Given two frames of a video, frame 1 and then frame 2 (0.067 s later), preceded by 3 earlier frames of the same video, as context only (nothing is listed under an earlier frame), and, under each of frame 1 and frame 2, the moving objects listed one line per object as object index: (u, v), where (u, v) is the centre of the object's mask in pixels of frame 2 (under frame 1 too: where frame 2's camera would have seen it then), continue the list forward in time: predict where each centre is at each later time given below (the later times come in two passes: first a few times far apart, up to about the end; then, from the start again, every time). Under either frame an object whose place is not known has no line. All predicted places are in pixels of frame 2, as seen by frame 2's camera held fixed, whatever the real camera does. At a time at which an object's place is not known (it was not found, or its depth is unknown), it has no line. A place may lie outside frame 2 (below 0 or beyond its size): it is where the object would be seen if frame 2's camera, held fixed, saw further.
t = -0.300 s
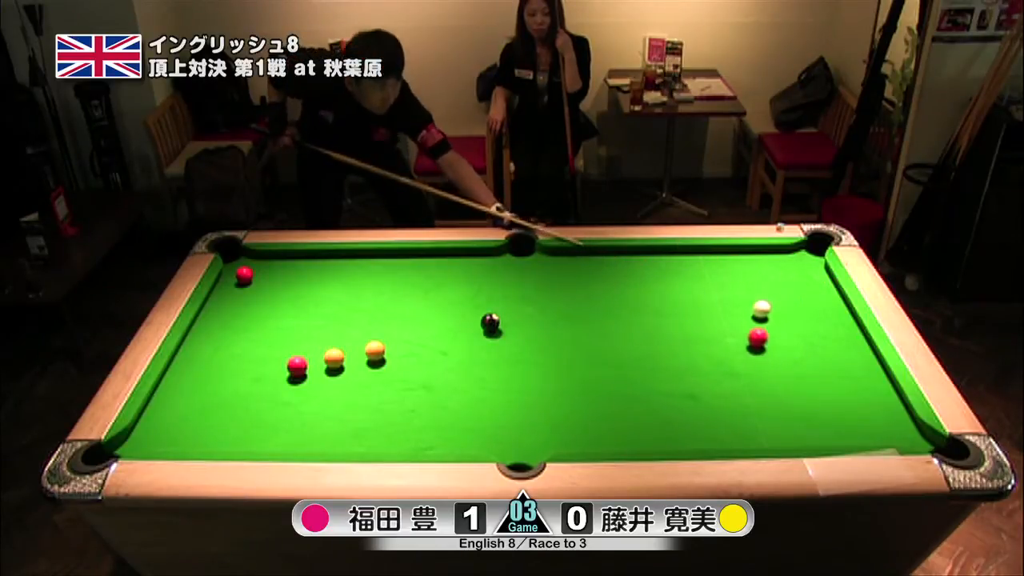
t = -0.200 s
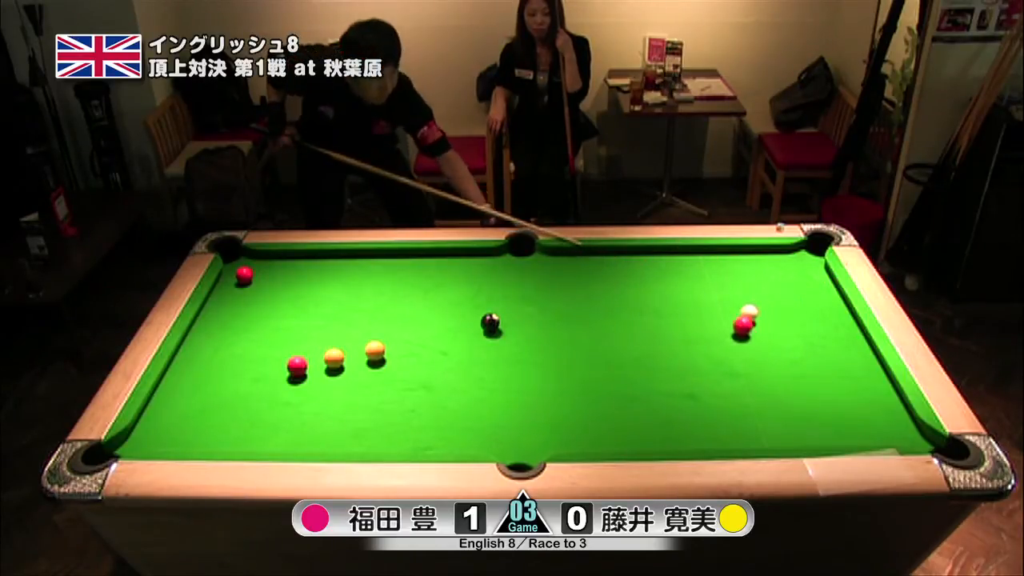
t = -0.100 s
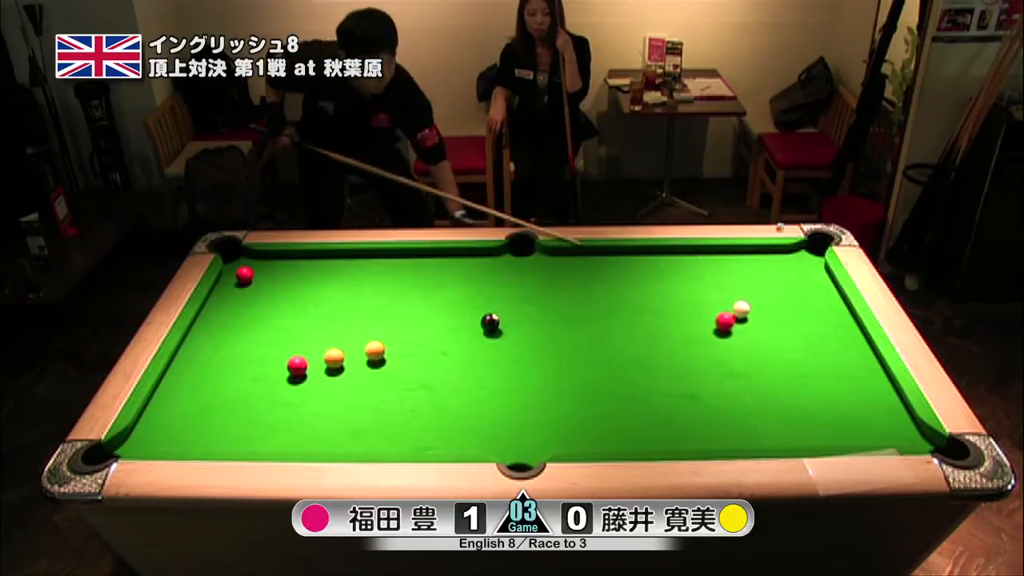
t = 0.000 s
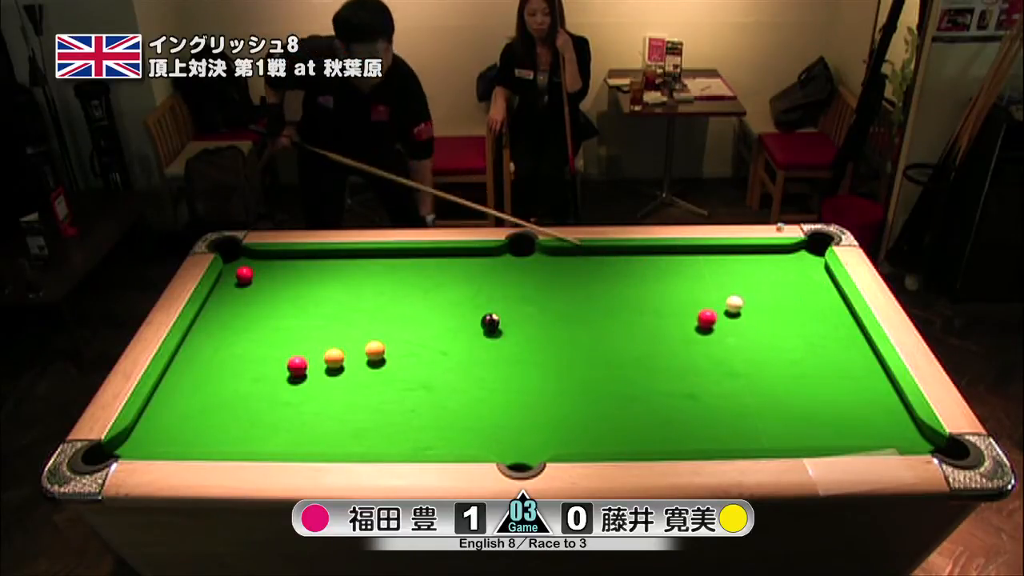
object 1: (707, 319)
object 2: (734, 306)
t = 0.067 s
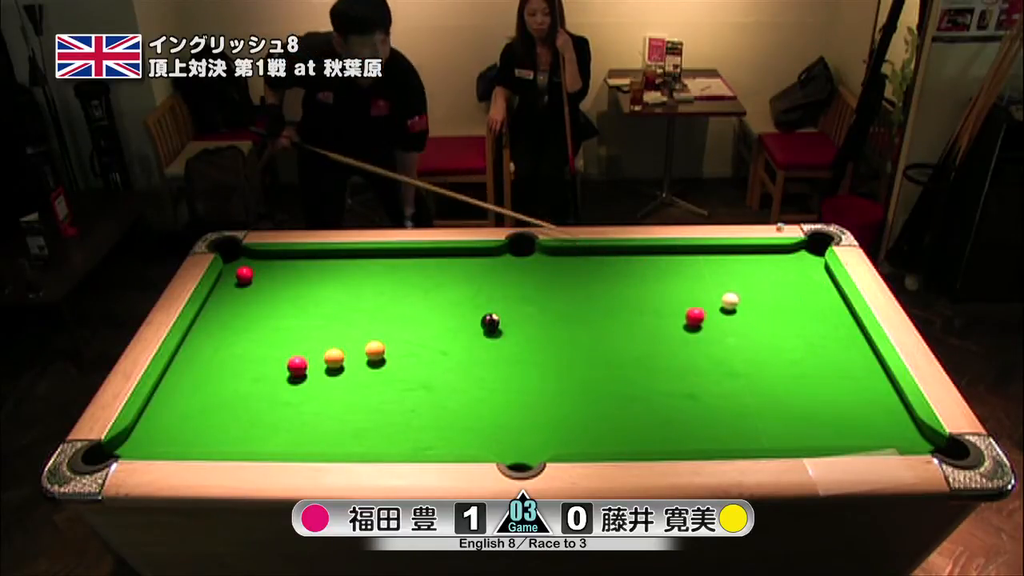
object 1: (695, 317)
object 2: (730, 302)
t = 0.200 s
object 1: (672, 313)
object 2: (721, 296)
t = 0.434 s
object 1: (635, 307)
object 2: (708, 287)
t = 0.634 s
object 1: (606, 302)
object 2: (699, 279)
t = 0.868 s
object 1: (574, 297)
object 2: (691, 272)
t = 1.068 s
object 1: (549, 293)
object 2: (684, 267)
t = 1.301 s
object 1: (522, 289)
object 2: (678, 263)
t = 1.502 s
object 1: (501, 285)
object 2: (674, 259)
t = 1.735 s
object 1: (480, 282)
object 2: (670, 256)
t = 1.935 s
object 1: (463, 279)
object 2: (668, 254)
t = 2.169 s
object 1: (445, 276)
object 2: (666, 253)
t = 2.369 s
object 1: (432, 274)
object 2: (665, 252)
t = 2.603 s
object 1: (419, 272)
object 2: (665, 252)
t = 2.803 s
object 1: (409, 270)
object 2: (665, 252)
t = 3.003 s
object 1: (400, 269)
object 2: (665, 252)
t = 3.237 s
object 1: (392, 268)
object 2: (665, 252)
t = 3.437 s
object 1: (386, 267)
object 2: (665, 252)
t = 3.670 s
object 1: (381, 265)
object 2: (665, 252)
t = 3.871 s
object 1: (379, 265)
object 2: (665, 252)
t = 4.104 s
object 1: (378, 265)
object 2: (665, 252)
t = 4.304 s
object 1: (377, 265)
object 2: (665, 252)
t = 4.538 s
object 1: (377, 265)
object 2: (665, 252)
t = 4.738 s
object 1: (377, 265)
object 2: (665, 252)
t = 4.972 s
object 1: (377, 265)
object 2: (665, 252)
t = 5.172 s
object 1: (377, 265)
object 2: (665, 252)
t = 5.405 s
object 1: (377, 265)
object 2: (665, 252)
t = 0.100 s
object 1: (689, 316)
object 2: (727, 301)
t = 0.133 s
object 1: (683, 315)
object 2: (725, 299)
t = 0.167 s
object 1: (678, 314)
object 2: (724, 297)
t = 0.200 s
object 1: (672, 313)
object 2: (721, 296)
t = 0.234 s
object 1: (667, 312)
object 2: (719, 295)
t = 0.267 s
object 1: (661, 311)
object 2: (718, 294)
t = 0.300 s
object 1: (656, 310)
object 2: (716, 292)
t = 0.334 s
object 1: (651, 309)
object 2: (714, 291)
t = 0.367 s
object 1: (645, 308)
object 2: (712, 290)
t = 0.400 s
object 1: (640, 307)
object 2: (710, 288)
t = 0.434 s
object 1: (635, 307)
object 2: (708, 287)
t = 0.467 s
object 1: (630, 306)
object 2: (707, 286)
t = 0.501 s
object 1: (625, 305)
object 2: (705, 285)
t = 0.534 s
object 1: (620, 304)
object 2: (704, 283)
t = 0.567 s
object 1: (615, 304)
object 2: (702, 282)
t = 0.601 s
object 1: (611, 303)
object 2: (701, 281)
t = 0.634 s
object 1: (606, 302)
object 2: (699, 279)
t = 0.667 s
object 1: (601, 302)
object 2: (698, 278)
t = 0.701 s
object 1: (596, 301)
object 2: (697, 277)
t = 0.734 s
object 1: (592, 300)
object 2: (695, 276)
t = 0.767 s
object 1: (587, 299)
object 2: (694, 275)
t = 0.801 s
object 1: (582, 299)
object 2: (693, 274)
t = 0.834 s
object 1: (578, 298)
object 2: (692, 273)
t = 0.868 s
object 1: (574, 297)
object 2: (691, 272)
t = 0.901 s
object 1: (569, 297)
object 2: (689, 272)
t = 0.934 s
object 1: (565, 296)
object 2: (688, 271)
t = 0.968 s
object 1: (561, 296)
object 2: (687, 270)
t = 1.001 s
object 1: (557, 295)
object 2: (686, 269)
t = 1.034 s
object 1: (553, 294)
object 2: (685, 268)
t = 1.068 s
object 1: (549, 293)
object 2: (684, 267)
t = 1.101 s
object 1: (545, 293)
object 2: (683, 267)
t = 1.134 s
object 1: (541, 292)
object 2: (682, 266)
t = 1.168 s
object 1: (537, 292)
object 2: (681, 265)
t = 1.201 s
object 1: (533, 291)
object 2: (681, 265)
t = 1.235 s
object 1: (529, 290)
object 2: (680, 264)
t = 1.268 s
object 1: (526, 289)
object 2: (679, 264)
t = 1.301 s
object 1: (522, 289)
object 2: (678, 263)
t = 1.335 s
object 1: (518, 288)
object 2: (677, 262)
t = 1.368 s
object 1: (515, 288)
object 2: (676, 261)
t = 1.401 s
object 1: (511, 287)
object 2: (676, 261)
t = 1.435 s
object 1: (508, 286)
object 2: (675, 260)
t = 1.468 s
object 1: (505, 286)
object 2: (674, 260)
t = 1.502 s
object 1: (501, 285)
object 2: (674, 259)
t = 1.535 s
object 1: (498, 284)
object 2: (673, 259)
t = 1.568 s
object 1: (495, 284)
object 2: (672, 258)
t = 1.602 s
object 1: (492, 283)
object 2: (672, 258)
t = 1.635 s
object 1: (489, 283)
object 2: (671, 257)
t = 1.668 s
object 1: (486, 282)
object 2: (671, 257)
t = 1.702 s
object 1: (482, 282)
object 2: (670, 257)
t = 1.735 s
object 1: (480, 282)
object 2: (670, 256)
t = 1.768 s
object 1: (477, 281)
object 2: (669, 256)
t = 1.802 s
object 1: (474, 280)
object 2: (669, 255)
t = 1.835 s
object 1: (471, 280)
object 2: (669, 255)
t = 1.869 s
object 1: (468, 279)
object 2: (668, 255)
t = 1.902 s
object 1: (465, 279)
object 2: (668, 254)
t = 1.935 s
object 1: (463, 279)
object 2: (668, 254)
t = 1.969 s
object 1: (460, 278)
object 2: (667, 254)
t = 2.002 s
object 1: (458, 278)
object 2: (667, 254)
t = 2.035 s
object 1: (455, 277)
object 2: (667, 254)
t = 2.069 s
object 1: (453, 277)
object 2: (666, 253)
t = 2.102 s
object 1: (450, 277)
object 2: (666, 253)
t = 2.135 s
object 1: (448, 276)
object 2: (666, 253)
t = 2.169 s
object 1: (445, 276)
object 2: (666, 253)
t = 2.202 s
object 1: (443, 275)
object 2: (666, 253)
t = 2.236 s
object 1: (441, 275)
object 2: (666, 253)
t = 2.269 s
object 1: (439, 275)
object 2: (665, 253)
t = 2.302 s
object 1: (437, 274)
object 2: (665, 252)
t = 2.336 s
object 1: (434, 274)
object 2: (665, 252)
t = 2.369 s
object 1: (432, 274)
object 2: (665, 252)
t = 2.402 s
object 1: (430, 273)
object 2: (665, 252)
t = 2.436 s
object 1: (428, 273)
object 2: (665, 252)
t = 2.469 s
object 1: (426, 273)
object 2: (665, 252)
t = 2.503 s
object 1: (425, 272)
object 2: (665, 252)
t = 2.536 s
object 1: (422, 272)
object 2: (665, 252)
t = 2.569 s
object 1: (421, 271)
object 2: (665, 252)
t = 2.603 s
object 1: (419, 272)
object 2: (665, 252)
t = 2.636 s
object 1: (417, 271)
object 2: (665, 252)
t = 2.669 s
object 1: (415, 271)
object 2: (665, 252)
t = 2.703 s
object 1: (414, 270)
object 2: (665, 252)
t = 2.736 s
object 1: (412, 270)
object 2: (665, 252)
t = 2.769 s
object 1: (410, 270)
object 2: (665, 252)
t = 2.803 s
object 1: (409, 270)
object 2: (665, 252)
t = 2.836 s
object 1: (407, 270)
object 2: (665, 252)
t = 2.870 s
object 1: (406, 270)
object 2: (665, 252)
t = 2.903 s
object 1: (404, 269)
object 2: (665, 252)
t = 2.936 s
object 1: (403, 269)
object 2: (665, 252)
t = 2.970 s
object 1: (401, 269)
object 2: (665, 252)
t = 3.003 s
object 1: (400, 269)
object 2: (665, 252)
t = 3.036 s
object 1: (399, 269)
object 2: (665, 252)
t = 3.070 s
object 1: (397, 268)
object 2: (665, 252)
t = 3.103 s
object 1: (396, 268)
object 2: (665, 252)
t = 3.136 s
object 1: (395, 268)
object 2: (665, 252)
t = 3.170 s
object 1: (394, 268)
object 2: (665, 252)
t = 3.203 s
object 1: (393, 268)
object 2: (665, 252)
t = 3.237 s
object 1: (392, 268)
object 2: (665, 252)
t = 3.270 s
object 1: (390, 267)
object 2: (665, 252)
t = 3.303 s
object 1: (389, 267)
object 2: (665, 252)
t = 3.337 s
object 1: (388, 267)
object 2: (665, 252)
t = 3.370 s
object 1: (387, 267)
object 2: (665, 252)
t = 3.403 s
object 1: (387, 267)
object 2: (665, 252)
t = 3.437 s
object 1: (386, 267)
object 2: (665, 252)
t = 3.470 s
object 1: (385, 266)
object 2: (665, 252)
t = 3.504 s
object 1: (385, 266)
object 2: (665, 252)
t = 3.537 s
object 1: (384, 266)
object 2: (665, 252)
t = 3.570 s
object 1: (383, 266)
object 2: (665, 252)
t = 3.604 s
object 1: (382, 266)
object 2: (665, 252)
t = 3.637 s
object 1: (382, 266)
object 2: (665, 252)
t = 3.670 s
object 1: (381, 265)
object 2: (665, 252)
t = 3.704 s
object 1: (381, 265)
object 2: (665, 252)
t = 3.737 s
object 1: (380, 265)
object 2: (665, 252)
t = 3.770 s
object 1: (380, 265)
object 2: (665, 252)
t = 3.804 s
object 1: (380, 265)
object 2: (665, 252)
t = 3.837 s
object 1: (379, 265)
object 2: (665, 252)
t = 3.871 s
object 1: (379, 265)
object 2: (665, 252)
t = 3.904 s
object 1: (379, 265)
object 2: (665, 252)
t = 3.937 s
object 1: (378, 265)
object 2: (665, 252)
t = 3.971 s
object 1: (378, 265)
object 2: (665, 252)
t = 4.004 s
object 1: (378, 265)
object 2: (665, 252)
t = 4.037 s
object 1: (378, 265)
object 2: (665, 252)
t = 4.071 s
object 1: (378, 265)
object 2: (665, 252)
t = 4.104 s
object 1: (378, 265)
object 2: (665, 252)
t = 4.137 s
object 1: (377, 265)
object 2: (665, 252)
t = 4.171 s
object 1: (377, 265)
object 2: (665, 252)
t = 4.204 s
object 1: (377, 265)
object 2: (665, 252)
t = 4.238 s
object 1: (377, 265)
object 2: (665, 252)
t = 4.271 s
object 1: (377, 265)
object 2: (665, 252)
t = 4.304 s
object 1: (377, 265)
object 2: (665, 252)
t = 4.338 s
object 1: (377, 265)
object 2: (665, 252)
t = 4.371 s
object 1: (377, 265)
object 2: (665, 252)
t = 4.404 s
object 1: (377, 265)
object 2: (665, 252)
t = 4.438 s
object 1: (377, 265)
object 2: (665, 252)
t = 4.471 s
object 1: (377, 265)
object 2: (665, 252)
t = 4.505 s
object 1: (377, 265)
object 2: (665, 252)
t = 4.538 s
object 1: (377, 265)
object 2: (665, 252)
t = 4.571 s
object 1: (377, 265)
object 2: (665, 252)
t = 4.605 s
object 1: (377, 265)
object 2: (665, 252)
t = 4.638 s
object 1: (377, 265)
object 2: (665, 252)
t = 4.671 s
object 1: (377, 265)
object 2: (665, 252)
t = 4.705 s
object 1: (377, 265)
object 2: (665, 252)
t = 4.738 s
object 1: (377, 265)
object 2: (665, 252)
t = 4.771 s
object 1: (377, 265)
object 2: (665, 252)
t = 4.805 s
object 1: (377, 265)
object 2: (665, 252)
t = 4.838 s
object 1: (377, 265)
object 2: (665, 252)
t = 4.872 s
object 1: (377, 265)
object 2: (665, 252)
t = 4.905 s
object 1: (377, 265)
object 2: (665, 252)
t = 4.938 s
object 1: (377, 265)
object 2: (665, 252)
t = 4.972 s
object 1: (377, 265)
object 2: (665, 252)
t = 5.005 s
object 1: (377, 265)
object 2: (665, 252)
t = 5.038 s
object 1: (377, 265)
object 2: (665, 252)
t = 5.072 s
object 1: (377, 265)
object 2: (665, 252)
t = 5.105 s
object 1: (377, 265)
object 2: (665, 252)
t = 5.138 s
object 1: (377, 265)
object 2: (665, 252)
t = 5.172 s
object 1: (377, 265)
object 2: (665, 252)
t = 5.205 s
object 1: (377, 265)
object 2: (665, 252)
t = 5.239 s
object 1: (377, 265)
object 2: (665, 252)
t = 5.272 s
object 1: (377, 265)
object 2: (665, 252)
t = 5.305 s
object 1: (377, 265)
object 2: (665, 252)
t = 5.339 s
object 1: (377, 265)
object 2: (665, 252)
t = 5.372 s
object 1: (377, 265)
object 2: (665, 252)
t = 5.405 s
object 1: (377, 265)
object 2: (665, 252)
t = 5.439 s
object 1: (377, 265)
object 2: (665, 252)
